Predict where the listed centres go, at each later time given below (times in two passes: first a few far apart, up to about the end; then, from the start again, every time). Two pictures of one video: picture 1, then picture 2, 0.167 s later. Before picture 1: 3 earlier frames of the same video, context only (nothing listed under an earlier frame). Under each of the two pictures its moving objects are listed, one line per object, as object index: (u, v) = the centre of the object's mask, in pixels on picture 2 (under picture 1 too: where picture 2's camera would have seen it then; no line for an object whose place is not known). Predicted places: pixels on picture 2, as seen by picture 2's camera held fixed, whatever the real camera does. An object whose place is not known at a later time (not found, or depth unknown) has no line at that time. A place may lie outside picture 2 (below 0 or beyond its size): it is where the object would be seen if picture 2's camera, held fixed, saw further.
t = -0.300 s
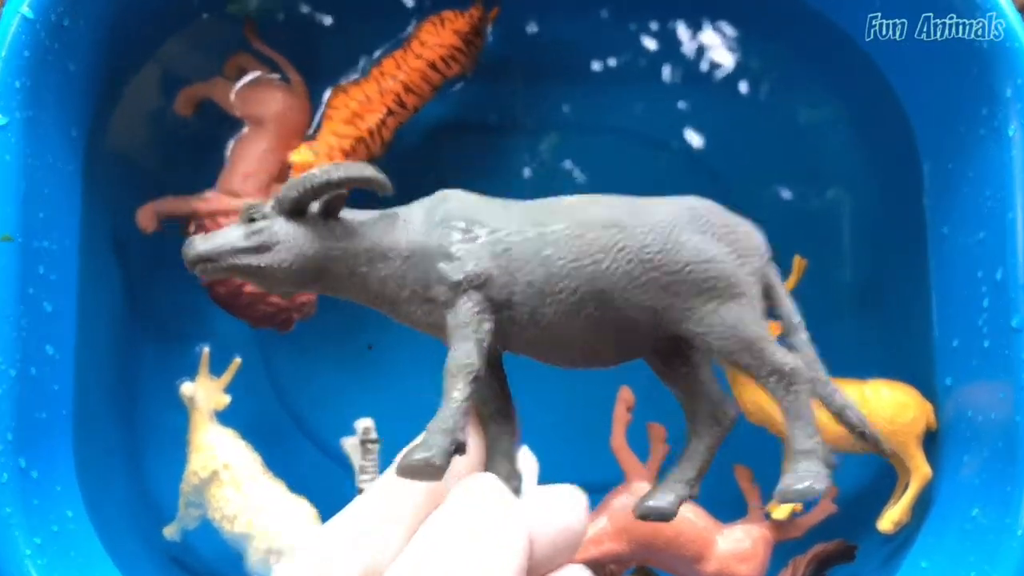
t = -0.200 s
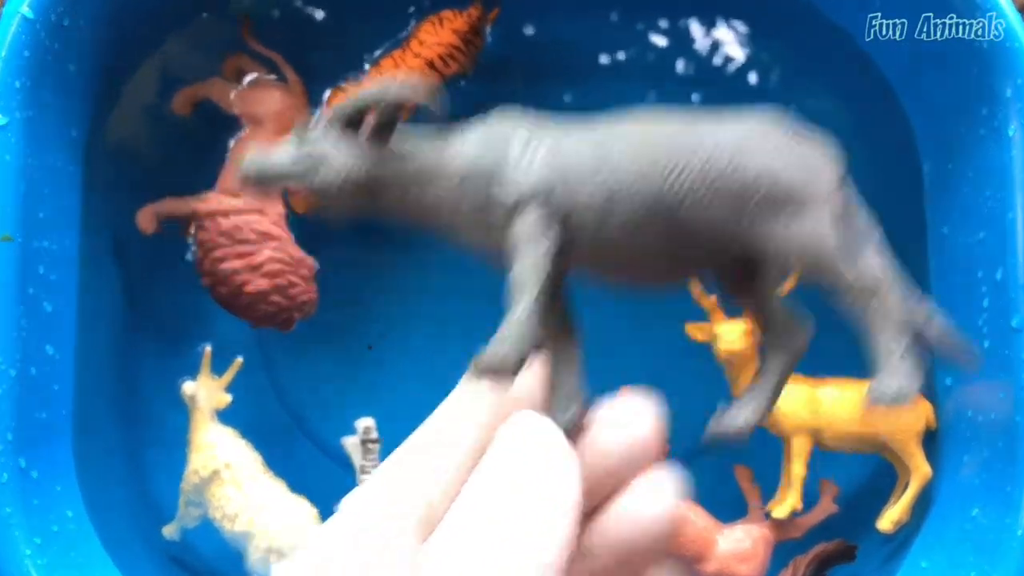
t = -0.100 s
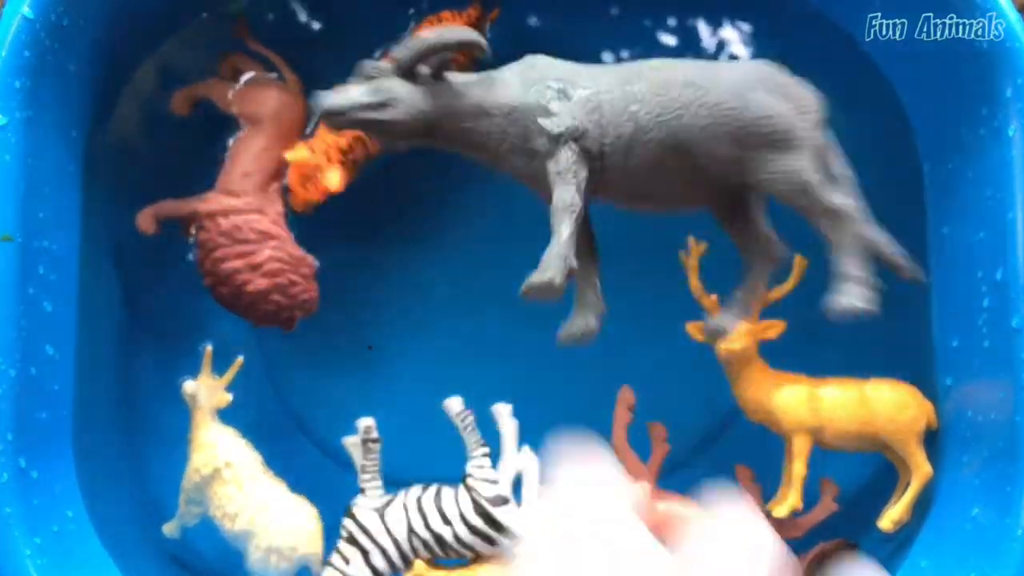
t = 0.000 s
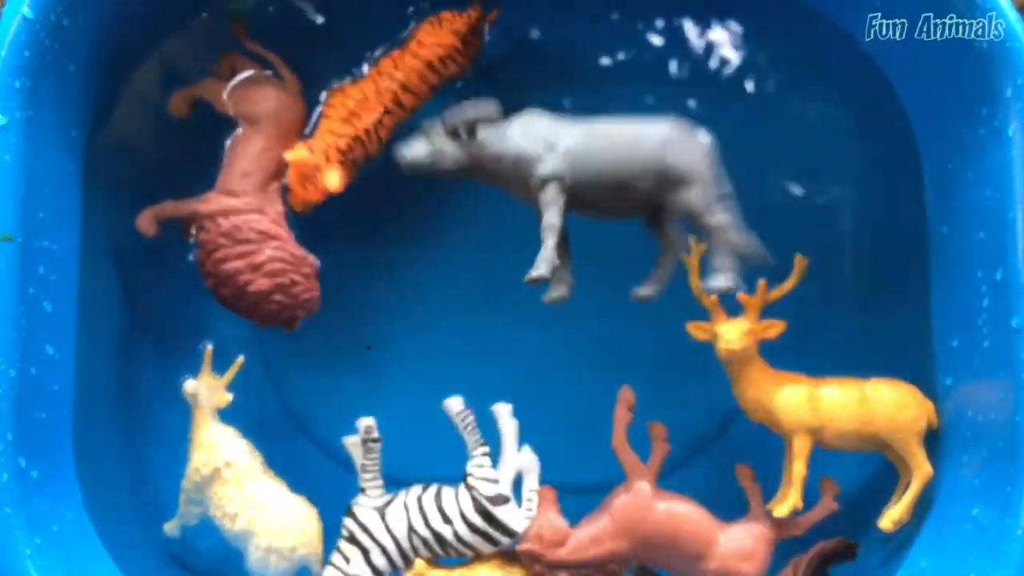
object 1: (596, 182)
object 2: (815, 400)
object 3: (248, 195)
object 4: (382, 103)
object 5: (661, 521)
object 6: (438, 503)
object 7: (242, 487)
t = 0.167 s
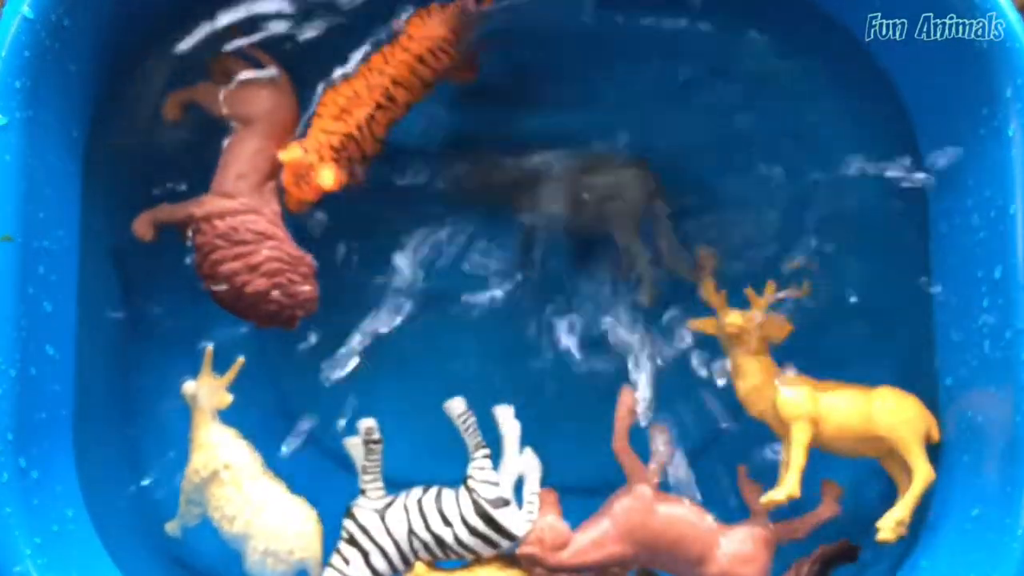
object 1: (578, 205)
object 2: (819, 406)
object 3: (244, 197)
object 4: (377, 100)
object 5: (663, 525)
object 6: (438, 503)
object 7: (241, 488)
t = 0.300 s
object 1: (560, 188)
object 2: (812, 397)
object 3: (239, 197)
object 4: (377, 112)
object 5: (661, 526)
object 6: (438, 504)
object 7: (239, 490)
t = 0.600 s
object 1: (589, 227)
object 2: (816, 389)
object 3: (230, 196)
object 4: (373, 102)
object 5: (666, 528)
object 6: (438, 508)
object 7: (237, 484)
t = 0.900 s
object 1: (589, 243)
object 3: (231, 212)
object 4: (365, 124)
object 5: (666, 529)
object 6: (443, 501)
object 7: (226, 479)
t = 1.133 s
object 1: (606, 252)
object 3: (217, 214)
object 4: (350, 131)
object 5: (667, 531)
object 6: (446, 502)
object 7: (206, 486)
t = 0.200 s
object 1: (571, 199)
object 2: (818, 405)
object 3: (242, 198)
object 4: (376, 99)
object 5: (663, 524)
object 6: (439, 504)
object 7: (241, 488)
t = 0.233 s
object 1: (561, 192)
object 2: (816, 400)
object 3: (240, 200)
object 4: (374, 101)
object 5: (666, 531)
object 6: (439, 504)
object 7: (240, 489)
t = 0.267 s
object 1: (572, 198)
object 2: (815, 400)
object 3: (238, 197)
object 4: (373, 107)
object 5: (663, 526)
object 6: (439, 505)
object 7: (240, 489)
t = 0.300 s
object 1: (560, 188)
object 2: (812, 397)
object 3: (239, 197)
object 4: (377, 112)
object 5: (661, 526)
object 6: (438, 504)
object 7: (239, 490)
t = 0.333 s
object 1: (579, 202)
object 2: (811, 398)
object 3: (240, 198)
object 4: (378, 119)
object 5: (663, 524)
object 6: (438, 504)
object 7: (238, 490)
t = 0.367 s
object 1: (578, 205)
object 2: (809, 396)
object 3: (243, 200)
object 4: (378, 122)
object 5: (661, 524)
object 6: (437, 503)
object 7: (239, 490)
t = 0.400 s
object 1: (576, 214)
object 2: (806, 391)
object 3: (246, 206)
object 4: (379, 118)
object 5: (661, 521)
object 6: (437, 501)
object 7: (240, 491)
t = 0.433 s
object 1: (581, 222)
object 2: (806, 390)
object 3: (249, 211)
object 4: (382, 110)
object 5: (662, 519)
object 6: (435, 498)
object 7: (241, 490)
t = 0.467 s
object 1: (584, 227)
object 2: (806, 389)
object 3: (251, 213)
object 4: (379, 105)
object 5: (662, 519)
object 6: (439, 494)
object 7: (243, 489)
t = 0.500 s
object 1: (579, 223)
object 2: (809, 387)
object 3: (247, 214)
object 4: (371, 102)
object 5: (661, 520)
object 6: (434, 494)
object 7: (244, 487)
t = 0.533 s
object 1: (586, 227)
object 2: (812, 388)
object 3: (242, 210)
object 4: (370, 100)
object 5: (663, 522)
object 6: (438, 499)
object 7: (243, 485)
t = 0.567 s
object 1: (589, 229)
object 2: (814, 388)
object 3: (235, 205)
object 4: (372, 99)
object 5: (663, 525)
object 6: (438, 505)
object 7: (240, 483)
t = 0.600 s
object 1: (589, 227)
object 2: (816, 389)
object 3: (230, 196)
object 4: (373, 102)
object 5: (666, 528)
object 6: (438, 508)
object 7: (237, 484)
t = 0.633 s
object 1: (591, 227)
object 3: (228, 195)
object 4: (372, 104)
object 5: (666, 530)
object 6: (439, 509)
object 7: (231, 487)
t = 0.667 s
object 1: (589, 228)
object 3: (228, 194)
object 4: (372, 107)
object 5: (669, 529)
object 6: (440, 508)
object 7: (226, 488)
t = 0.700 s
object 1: (591, 231)
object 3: (228, 196)
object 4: (369, 112)
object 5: (668, 528)
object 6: (439, 507)
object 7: (224, 488)
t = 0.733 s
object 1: (594, 236)
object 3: (228, 199)
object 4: (367, 112)
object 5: (669, 526)
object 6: (436, 503)
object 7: (225, 486)
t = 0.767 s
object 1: (593, 239)
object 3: (229, 205)
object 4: (364, 112)
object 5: (668, 522)
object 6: (434, 499)
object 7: (227, 484)
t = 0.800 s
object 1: (590, 240)
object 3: (228, 214)
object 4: (365, 110)
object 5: (667, 520)
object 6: (435, 496)
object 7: (228, 481)
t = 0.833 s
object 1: (591, 242)
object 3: (229, 215)
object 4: (366, 113)
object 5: (665, 521)
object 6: (436, 495)
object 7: (228, 478)
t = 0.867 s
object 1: (591, 243)
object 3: (231, 214)
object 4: (365, 119)
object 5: (665, 526)
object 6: (440, 497)
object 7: (228, 478)
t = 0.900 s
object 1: (589, 243)
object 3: (231, 212)
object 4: (365, 124)
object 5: (666, 529)
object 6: (443, 501)
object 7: (226, 479)
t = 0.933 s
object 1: (589, 242)
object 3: (229, 218)
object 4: (365, 126)
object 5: (668, 531)
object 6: (448, 504)
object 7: (222, 480)
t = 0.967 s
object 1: (593, 241)
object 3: (229, 208)
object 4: (362, 126)
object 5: (670, 533)
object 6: (451, 510)
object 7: (217, 484)
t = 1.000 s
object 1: (597, 240)
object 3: (227, 207)
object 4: (360, 127)
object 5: (670, 534)
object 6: (453, 512)
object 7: (212, 486)
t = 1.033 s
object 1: (602, 241)
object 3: (222, 207)
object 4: (356, 127)
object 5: (670, 535)
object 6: (453, 512)
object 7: (209, 487)
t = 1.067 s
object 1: (604, 243)
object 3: (219, 209)
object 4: (354, 127)
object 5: (668, 536)
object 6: (451, 510)
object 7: (206, 487)
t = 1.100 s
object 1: (608, 247)
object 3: (216, 209)
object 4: (351, 128)
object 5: (668, 534)
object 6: (449, 507)
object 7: (206, 488)
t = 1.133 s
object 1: (606, 252)
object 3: (217, 214)
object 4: (350, 131)
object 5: (667, 531)
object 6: (446, 502)
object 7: (206, 486)
